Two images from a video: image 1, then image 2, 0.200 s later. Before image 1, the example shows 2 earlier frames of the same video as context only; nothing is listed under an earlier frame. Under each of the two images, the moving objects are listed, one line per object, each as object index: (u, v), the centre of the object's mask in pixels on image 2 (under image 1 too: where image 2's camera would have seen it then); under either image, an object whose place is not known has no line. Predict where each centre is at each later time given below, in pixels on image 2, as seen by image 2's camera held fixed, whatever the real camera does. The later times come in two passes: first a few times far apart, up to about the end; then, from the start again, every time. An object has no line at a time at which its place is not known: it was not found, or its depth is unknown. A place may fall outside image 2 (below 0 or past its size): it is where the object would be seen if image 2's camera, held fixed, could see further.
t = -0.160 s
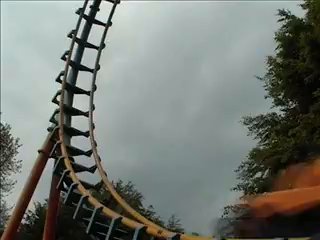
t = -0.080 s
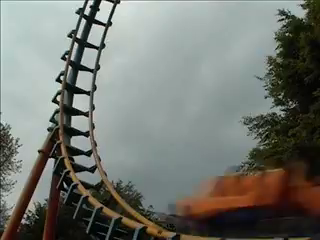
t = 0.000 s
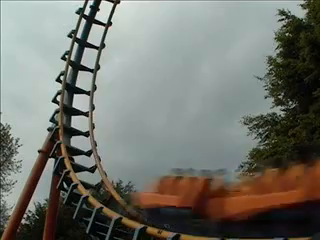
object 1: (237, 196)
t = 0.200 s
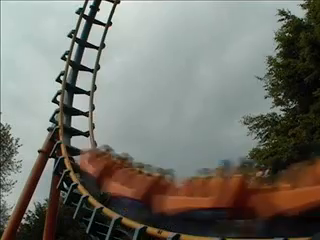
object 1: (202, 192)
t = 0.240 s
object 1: (202, 191)
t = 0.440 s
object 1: (181, 184)
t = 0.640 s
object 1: (167, 174)
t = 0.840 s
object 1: (113, 142)
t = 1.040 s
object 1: (97, 115)
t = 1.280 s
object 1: (88, 88)
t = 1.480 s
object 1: (89, 58)
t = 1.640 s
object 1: (93, 36)
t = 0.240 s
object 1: (202, 191)
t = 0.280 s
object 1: (196, 188)
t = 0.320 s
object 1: (190, 187)
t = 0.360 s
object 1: (189, 184)
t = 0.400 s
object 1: (185, 181)
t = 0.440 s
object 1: (181, 184)
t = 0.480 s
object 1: (177, 176)
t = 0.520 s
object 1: (176, 176)
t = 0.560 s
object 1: (170, 174)
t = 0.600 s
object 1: (166, 176)
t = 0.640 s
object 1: (167, 174)
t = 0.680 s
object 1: (158, 172)
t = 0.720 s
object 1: (136, 165)
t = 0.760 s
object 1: (126, 157)
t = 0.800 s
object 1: (115, 147)
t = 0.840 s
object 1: (113, 142)
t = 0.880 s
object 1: (110, 135)
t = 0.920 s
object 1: (107, 129)
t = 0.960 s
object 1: (104, 124)
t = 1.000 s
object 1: (99, 119)
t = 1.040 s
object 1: (97, 115)
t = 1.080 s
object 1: (94, 109)
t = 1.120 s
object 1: (92, 106)
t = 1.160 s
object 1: (91, 101)
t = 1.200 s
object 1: (90, 96)
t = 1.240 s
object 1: (89, 93)
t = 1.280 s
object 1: (88, 88)
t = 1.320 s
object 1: (88, 82)
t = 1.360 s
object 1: (87, 78)
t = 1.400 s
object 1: (88, 70)
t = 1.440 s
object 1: (88, 68)
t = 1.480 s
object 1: (89, 58)
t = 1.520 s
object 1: (89, 57)
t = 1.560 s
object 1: (90, 49)
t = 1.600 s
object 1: (91, 46)
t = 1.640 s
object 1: (93, 36)
